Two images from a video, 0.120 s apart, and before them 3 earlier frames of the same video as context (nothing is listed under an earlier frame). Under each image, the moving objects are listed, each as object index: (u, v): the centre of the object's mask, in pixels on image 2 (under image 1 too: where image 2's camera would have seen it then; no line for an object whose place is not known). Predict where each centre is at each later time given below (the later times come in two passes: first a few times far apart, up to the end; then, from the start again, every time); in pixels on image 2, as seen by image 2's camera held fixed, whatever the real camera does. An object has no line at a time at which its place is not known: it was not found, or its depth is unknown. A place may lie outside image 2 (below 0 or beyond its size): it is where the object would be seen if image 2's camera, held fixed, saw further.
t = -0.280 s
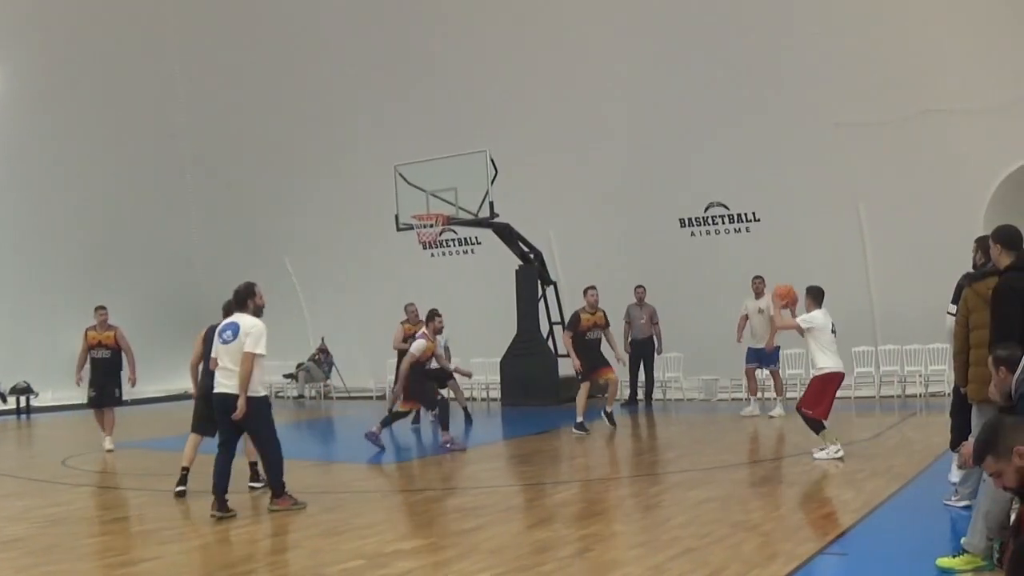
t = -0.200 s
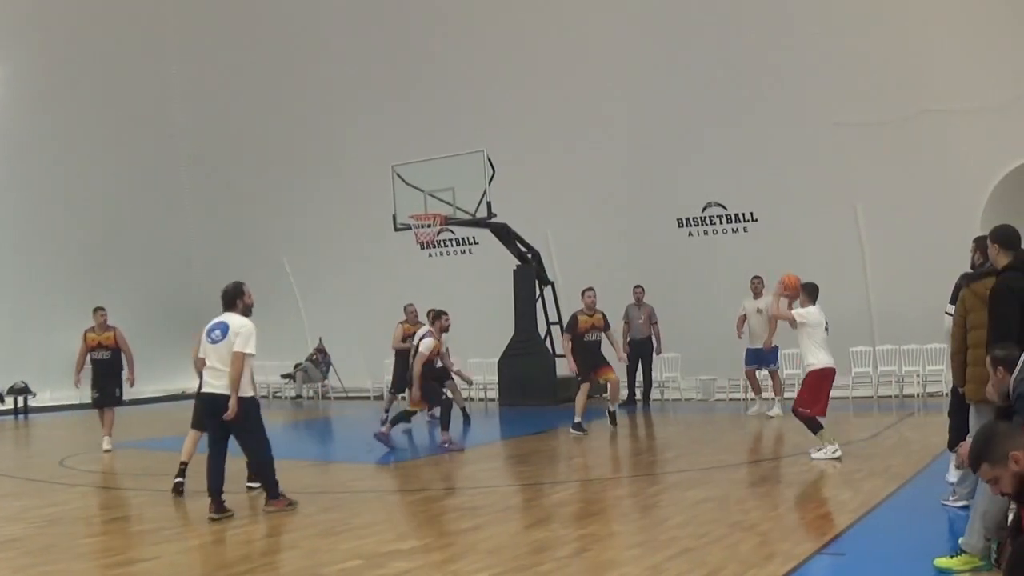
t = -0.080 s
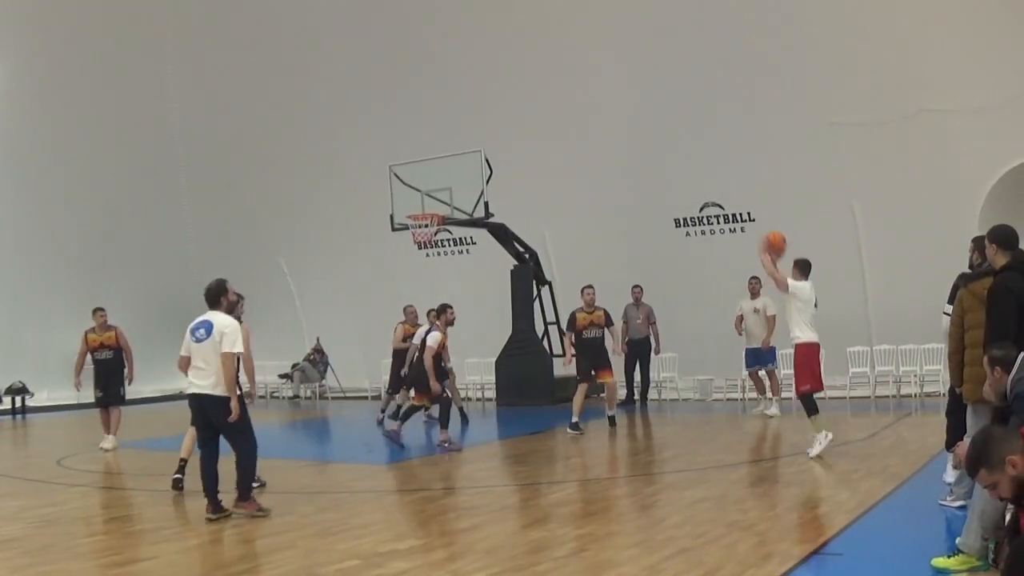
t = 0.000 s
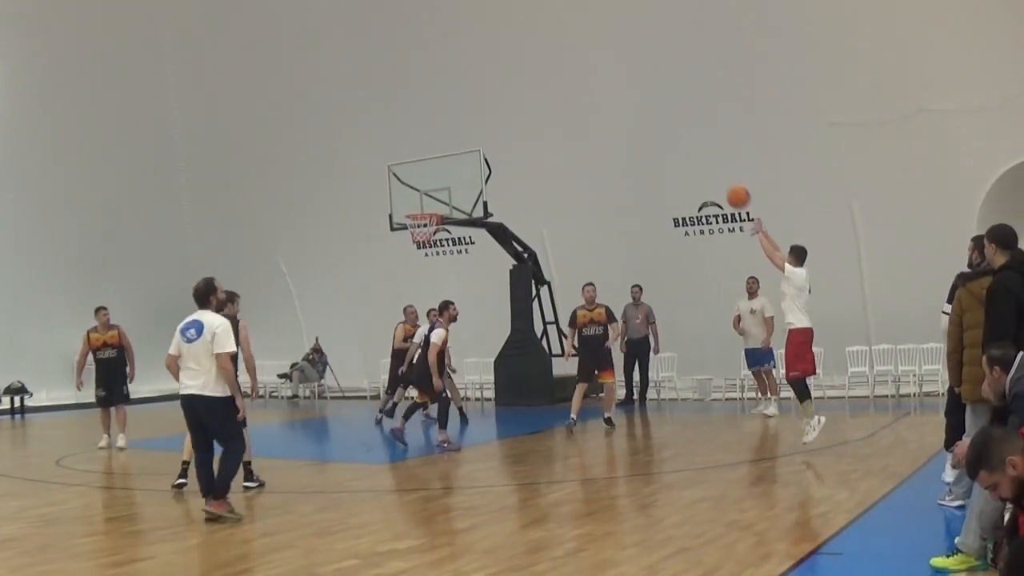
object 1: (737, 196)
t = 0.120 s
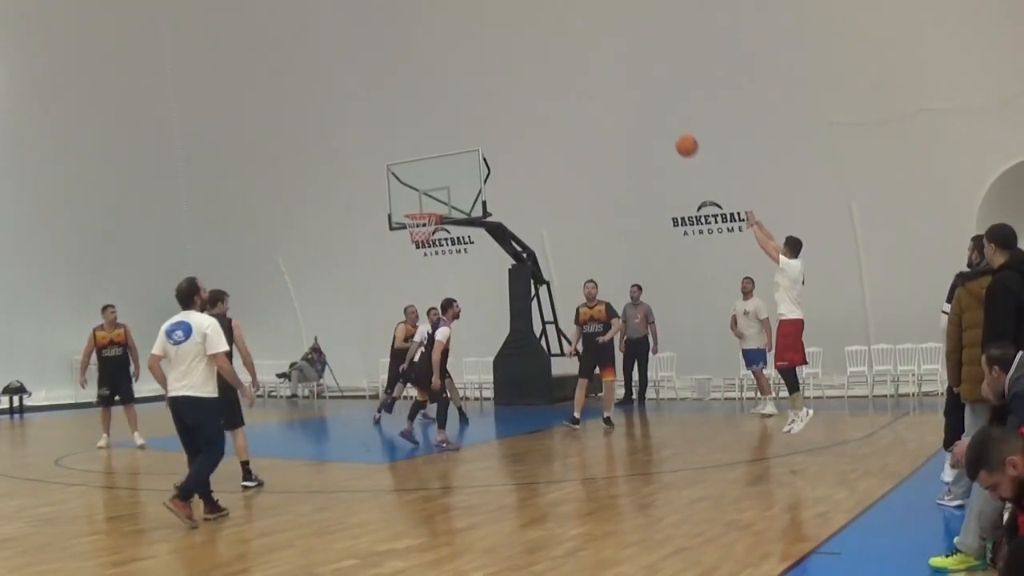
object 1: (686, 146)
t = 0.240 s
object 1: (641, 112)
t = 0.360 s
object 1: (600, 91)
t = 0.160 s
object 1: (671, 132)
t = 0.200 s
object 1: (656, 121)
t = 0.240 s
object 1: (641, 112)
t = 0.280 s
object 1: (627, 104)
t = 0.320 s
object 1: (615, 97)
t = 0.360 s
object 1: (600, 91)
